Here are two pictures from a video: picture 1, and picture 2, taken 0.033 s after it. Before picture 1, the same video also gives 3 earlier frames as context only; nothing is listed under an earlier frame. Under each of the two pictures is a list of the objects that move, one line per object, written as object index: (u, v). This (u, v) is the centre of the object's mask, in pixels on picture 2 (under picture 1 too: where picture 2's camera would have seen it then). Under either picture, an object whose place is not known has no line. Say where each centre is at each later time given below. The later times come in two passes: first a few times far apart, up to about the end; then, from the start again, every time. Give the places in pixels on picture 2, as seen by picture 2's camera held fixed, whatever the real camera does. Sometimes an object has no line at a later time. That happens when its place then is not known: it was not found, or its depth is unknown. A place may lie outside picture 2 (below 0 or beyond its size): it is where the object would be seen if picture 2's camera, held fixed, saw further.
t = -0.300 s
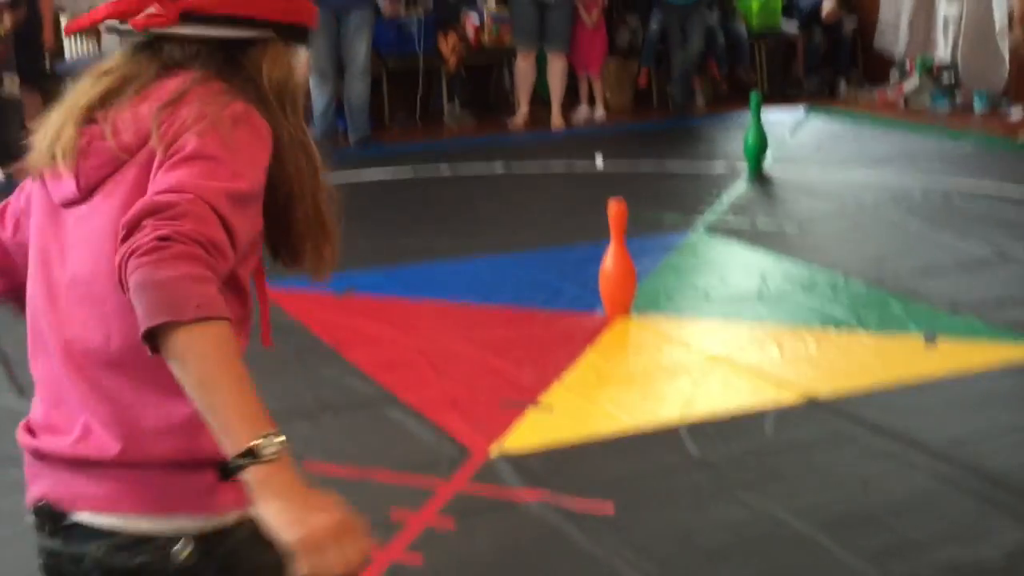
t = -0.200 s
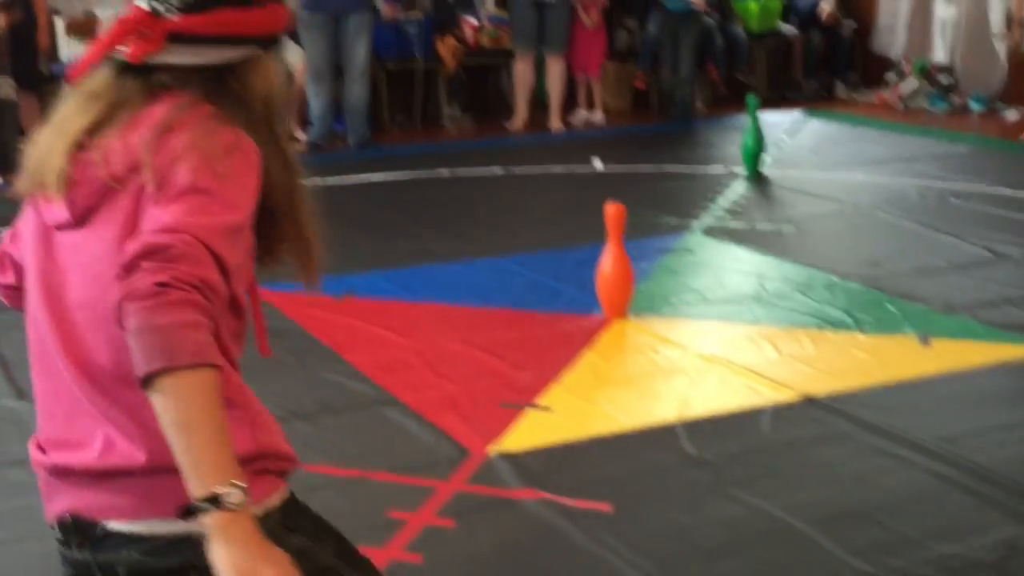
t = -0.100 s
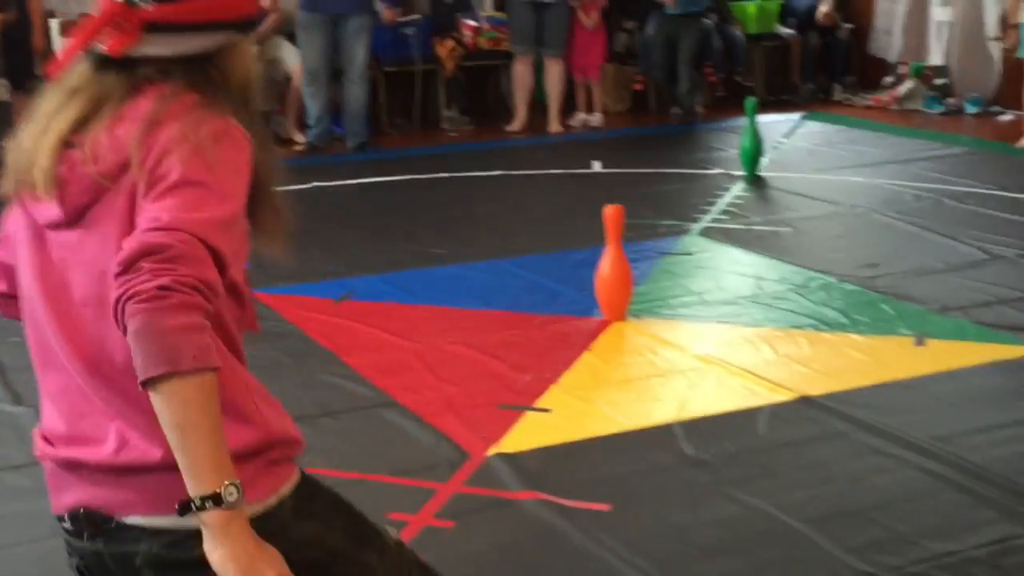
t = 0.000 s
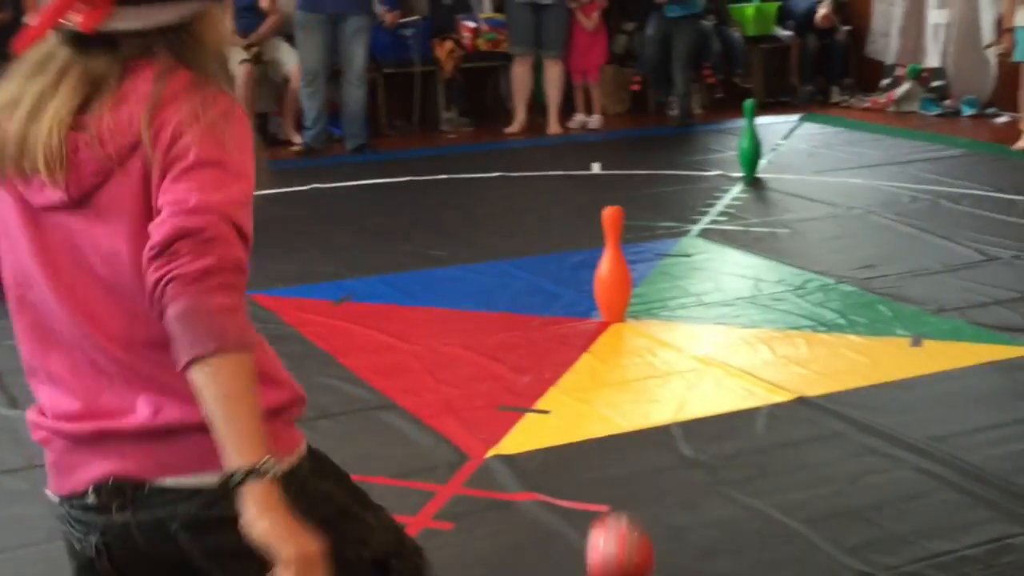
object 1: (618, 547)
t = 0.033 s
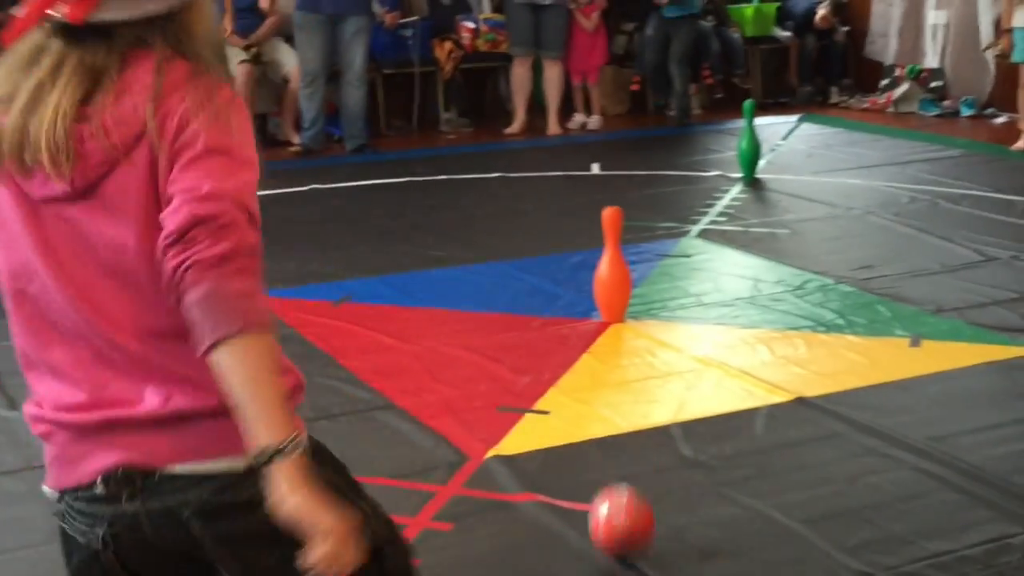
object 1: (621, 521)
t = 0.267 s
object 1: (637, 395)
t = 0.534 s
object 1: (656, 314)
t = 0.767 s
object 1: (669, 264)
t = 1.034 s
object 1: (687, 222)
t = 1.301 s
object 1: (704, 191)
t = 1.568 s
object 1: (719, 169)
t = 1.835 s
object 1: (720, 151)
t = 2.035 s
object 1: (720, 140)
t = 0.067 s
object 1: (623, 495)
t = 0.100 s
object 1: (624, 476)
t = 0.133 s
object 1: (626, 456)
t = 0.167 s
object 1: (628, 439)
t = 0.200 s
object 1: (631, 422)
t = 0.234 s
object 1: (634, 407)
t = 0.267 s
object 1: (637, 395)
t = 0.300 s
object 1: (640, 383)
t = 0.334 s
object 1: (642, 370)
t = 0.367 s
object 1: (645, 357)
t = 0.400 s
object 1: (648, 347)
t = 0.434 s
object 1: (651, 340)
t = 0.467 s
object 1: (653, 330)
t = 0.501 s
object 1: (655, 322)
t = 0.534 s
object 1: (656, 314)
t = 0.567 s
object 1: (657, 306)
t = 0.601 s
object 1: (660, 299)
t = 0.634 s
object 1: (662, 289)
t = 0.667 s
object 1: (663, 283)
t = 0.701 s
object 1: (665, 277)
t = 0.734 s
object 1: (667, 271)
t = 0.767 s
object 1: (669, 264)
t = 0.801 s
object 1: (671, 257)
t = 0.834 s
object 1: (673, 253)
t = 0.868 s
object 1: (676, 246)
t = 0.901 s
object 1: (677, 240)
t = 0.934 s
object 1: (679, 237)
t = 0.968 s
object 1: (682, 230)
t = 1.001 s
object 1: (685, 225)
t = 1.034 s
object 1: (687, 222)
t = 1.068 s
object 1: (689, 218)
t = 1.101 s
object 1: (691, 213)
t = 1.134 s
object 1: (693, 211)
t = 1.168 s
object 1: (695, 205)
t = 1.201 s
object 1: (698, 201)
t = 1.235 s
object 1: (699, 200)
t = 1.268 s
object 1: (701, 195)
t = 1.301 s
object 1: (704, 191)
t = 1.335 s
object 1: (706, 189)
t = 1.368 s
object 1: (707, 187)
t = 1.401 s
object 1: (710, 183)
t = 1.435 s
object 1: (712, 181)
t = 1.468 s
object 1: (714, 177)
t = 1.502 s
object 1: (716, 174)
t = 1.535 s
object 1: (717, 172)
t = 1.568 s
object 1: (719, 169)
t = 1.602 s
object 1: (721, 166)
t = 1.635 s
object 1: (723, 163)
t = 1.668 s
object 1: (721, 161)
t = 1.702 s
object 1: (720, 160)
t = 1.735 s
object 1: (720, 157)
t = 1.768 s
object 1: (719, 156)
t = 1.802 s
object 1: (719, 153)
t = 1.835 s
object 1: (720, 151)
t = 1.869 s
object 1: (719, 149)
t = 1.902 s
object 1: (719, 147)
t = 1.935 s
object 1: (719, 145)
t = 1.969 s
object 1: (719, 144)
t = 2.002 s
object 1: (720, 141)
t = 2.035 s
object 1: (720, 140)
